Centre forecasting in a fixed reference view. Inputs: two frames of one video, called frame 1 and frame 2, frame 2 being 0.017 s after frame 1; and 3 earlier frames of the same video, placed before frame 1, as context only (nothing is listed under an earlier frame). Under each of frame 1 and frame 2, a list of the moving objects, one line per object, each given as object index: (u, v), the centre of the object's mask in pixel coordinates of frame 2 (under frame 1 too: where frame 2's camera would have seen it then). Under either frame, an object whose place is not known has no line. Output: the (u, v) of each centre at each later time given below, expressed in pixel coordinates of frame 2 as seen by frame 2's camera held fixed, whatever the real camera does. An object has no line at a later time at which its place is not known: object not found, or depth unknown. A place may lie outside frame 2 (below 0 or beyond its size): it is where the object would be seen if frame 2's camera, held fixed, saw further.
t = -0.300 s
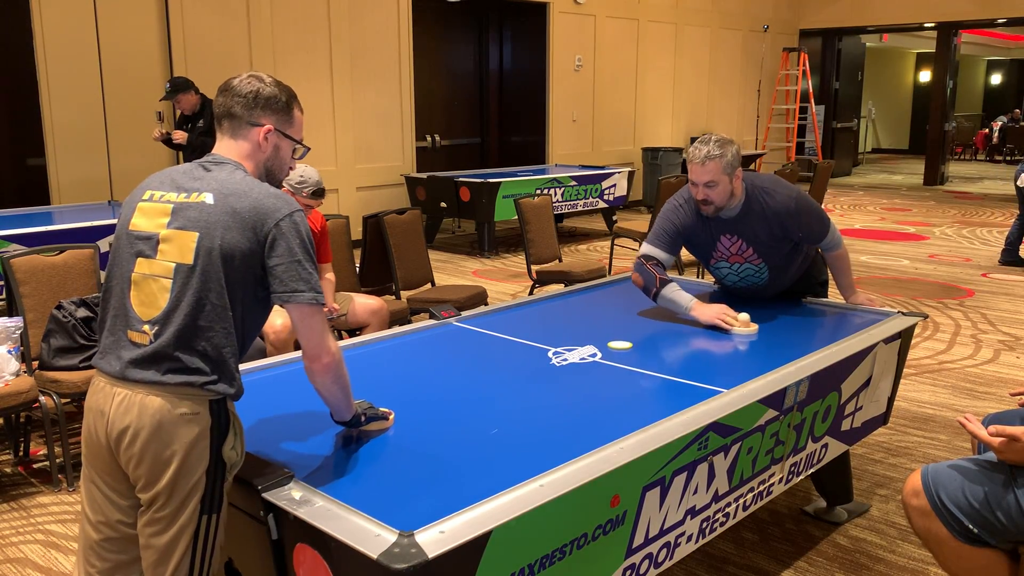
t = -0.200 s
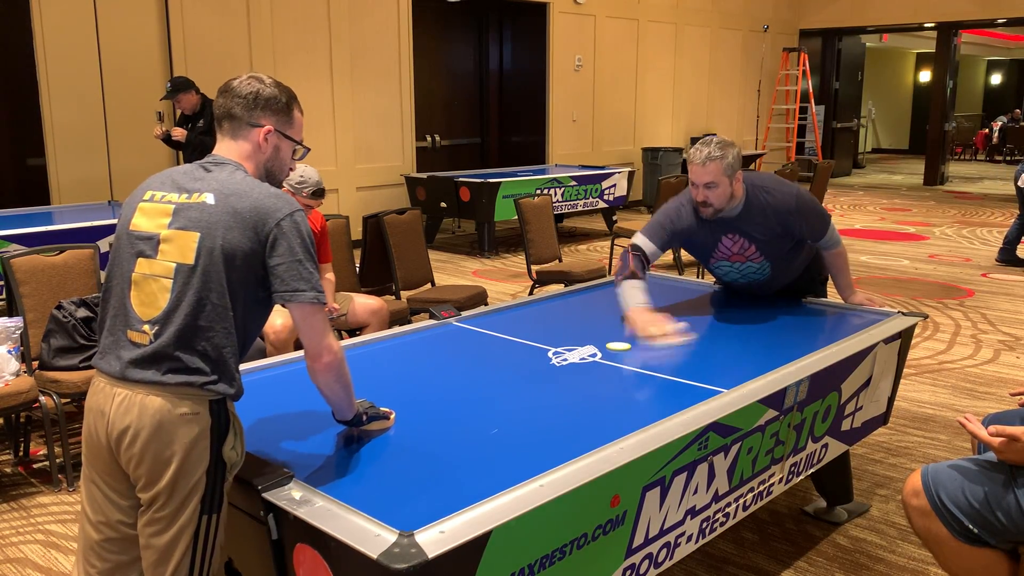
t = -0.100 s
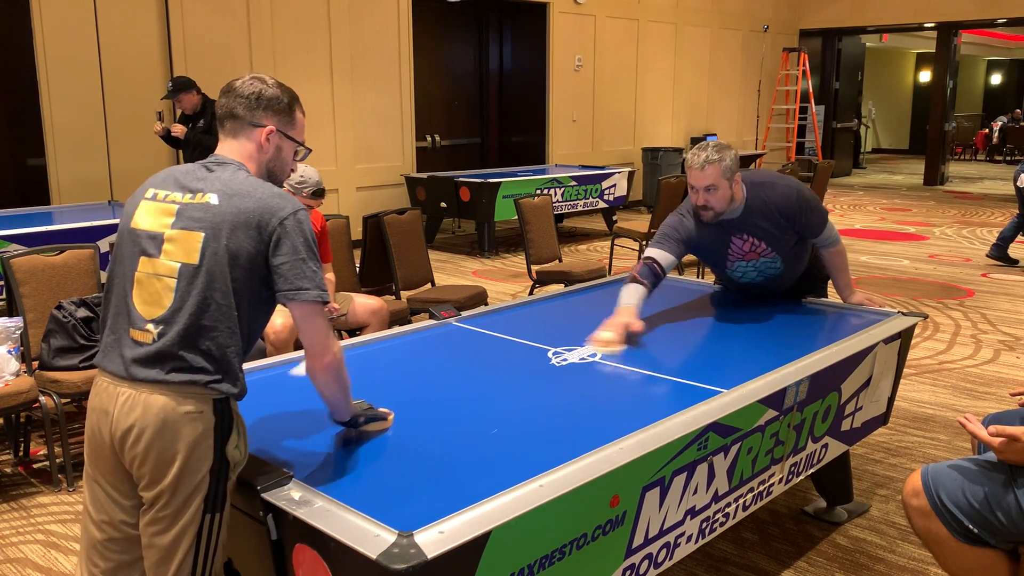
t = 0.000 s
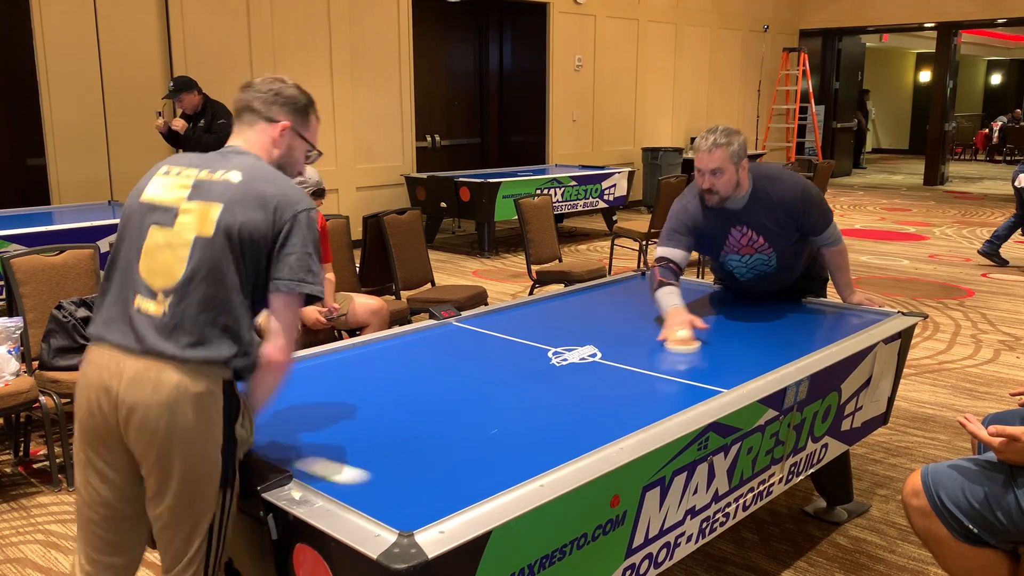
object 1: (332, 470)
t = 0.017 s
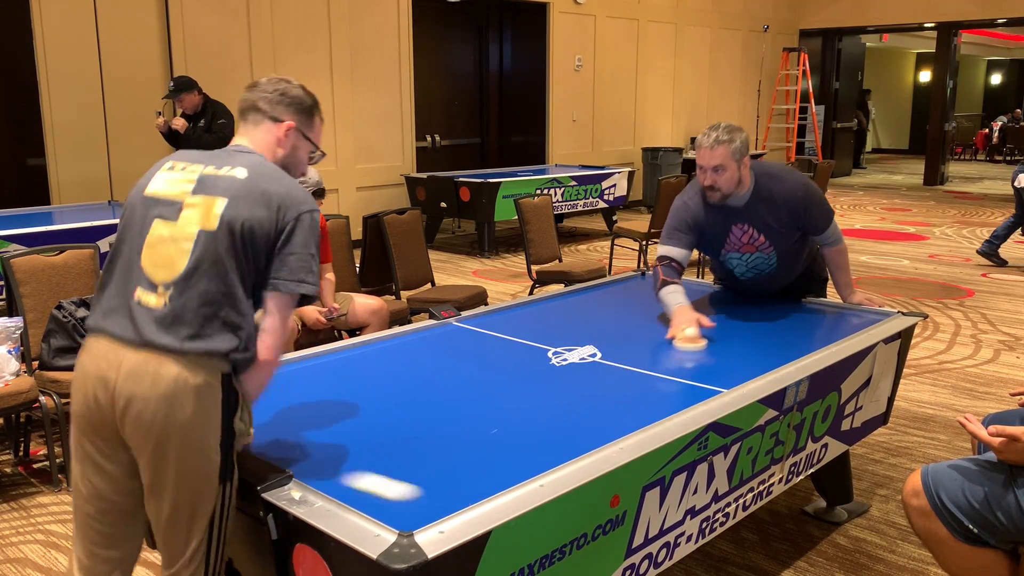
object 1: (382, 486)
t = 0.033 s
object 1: (430, 500)
